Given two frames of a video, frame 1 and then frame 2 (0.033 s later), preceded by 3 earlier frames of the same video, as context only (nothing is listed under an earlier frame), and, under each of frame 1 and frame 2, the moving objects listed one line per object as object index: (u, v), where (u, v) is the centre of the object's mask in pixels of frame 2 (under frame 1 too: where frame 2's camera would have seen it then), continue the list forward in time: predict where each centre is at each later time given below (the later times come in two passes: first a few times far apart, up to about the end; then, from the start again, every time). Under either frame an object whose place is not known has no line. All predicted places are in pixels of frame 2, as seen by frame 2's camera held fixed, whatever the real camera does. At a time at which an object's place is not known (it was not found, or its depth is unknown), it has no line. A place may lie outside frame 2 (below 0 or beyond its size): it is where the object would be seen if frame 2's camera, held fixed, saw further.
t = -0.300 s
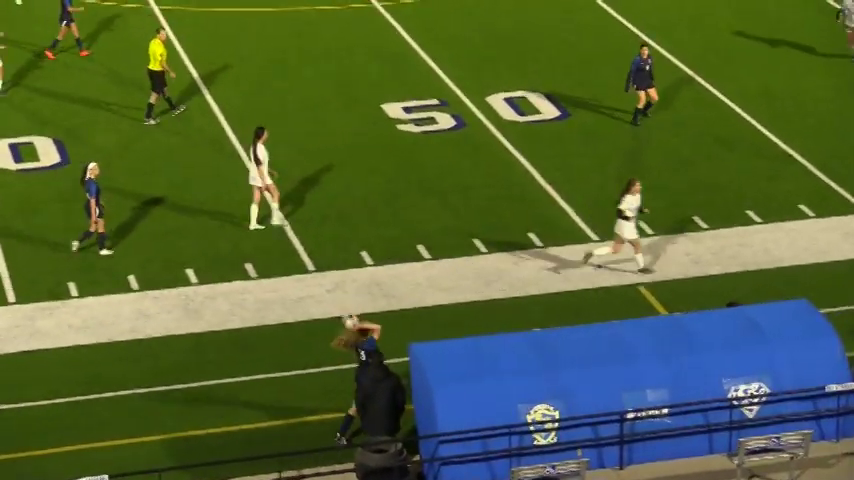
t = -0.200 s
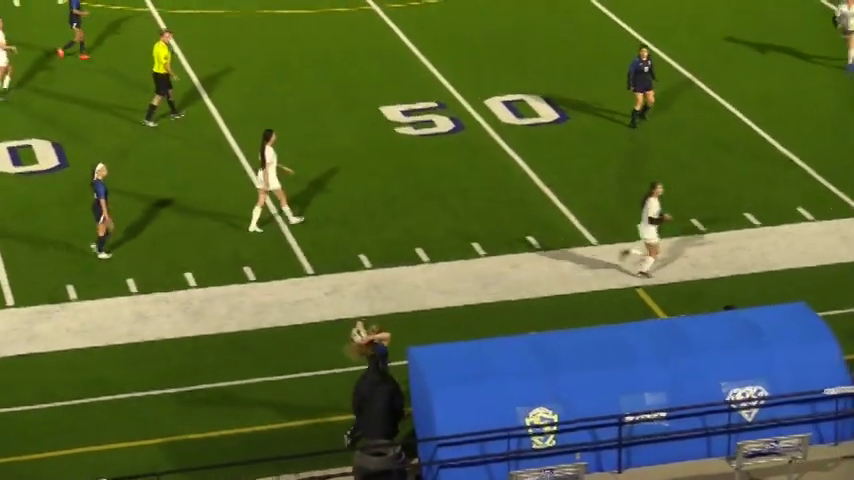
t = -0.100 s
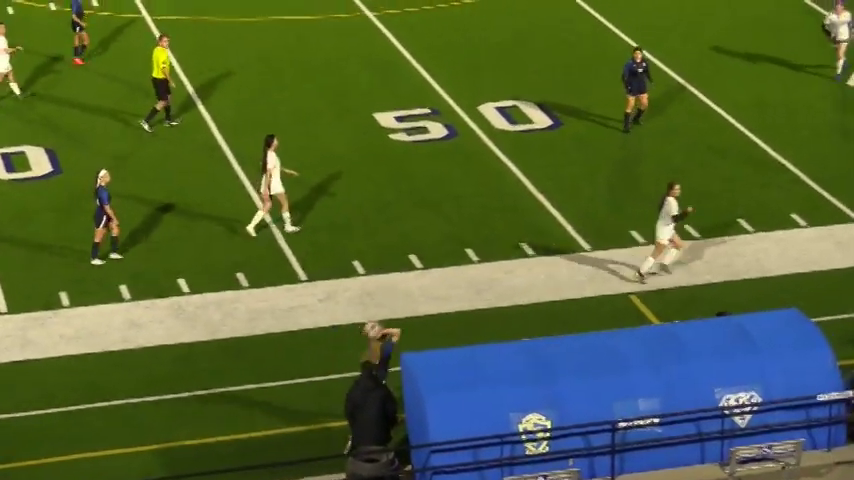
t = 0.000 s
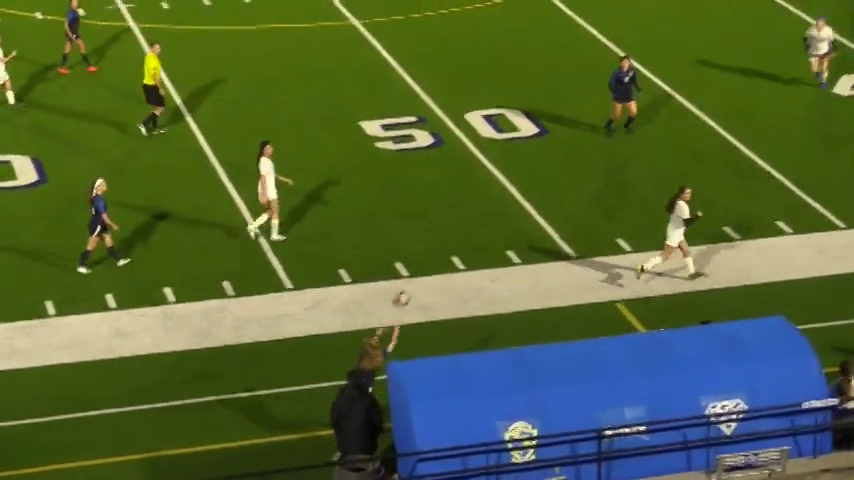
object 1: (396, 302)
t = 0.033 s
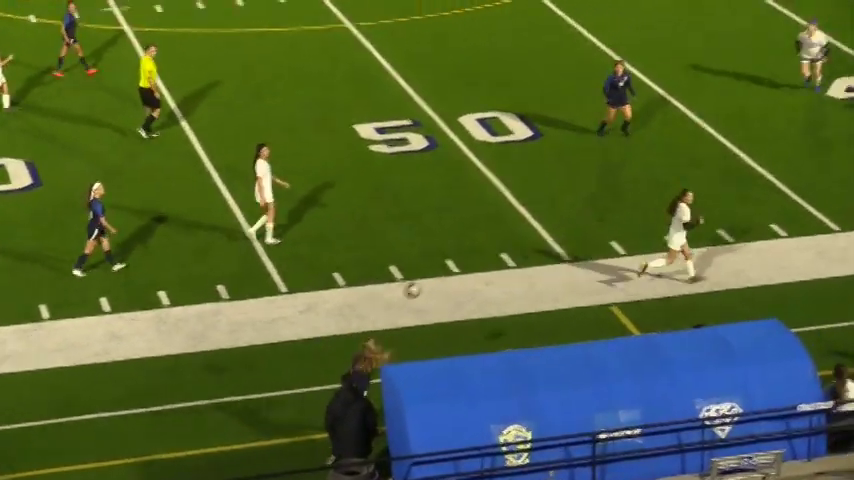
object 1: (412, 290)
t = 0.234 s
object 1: (501, 242)
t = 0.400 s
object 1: (568, 227)
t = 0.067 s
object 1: (428, 279)
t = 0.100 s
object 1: (444, 270)
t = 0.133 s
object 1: (459, 261)
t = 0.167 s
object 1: (473, 254)
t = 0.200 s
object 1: (487, 247)
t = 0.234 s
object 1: (501, 242)
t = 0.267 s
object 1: (515, 237)
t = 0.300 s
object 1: (529, 233)
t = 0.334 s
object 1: (543, 231)
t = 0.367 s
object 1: (555, 228)
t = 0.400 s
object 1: (568, 227)
